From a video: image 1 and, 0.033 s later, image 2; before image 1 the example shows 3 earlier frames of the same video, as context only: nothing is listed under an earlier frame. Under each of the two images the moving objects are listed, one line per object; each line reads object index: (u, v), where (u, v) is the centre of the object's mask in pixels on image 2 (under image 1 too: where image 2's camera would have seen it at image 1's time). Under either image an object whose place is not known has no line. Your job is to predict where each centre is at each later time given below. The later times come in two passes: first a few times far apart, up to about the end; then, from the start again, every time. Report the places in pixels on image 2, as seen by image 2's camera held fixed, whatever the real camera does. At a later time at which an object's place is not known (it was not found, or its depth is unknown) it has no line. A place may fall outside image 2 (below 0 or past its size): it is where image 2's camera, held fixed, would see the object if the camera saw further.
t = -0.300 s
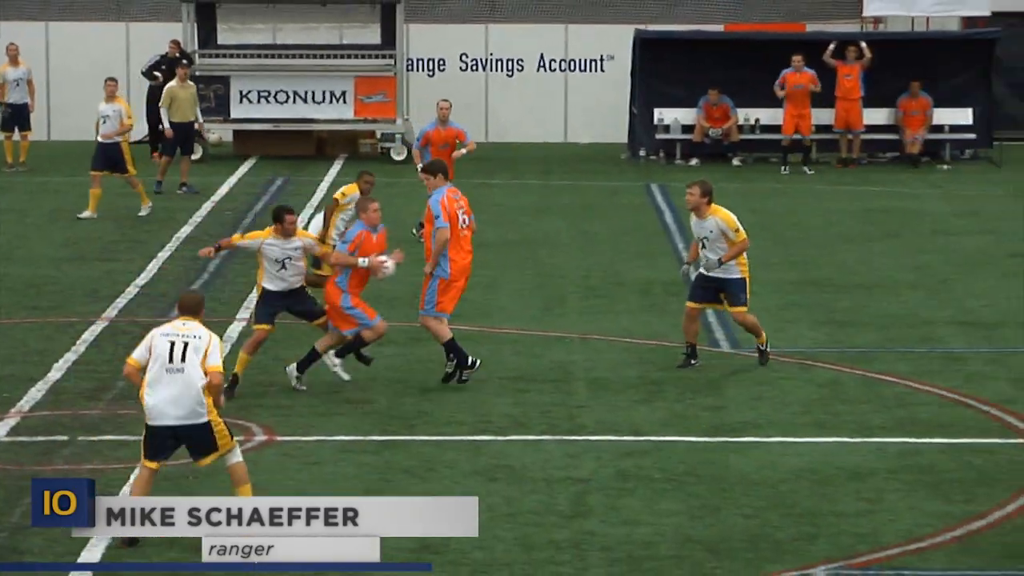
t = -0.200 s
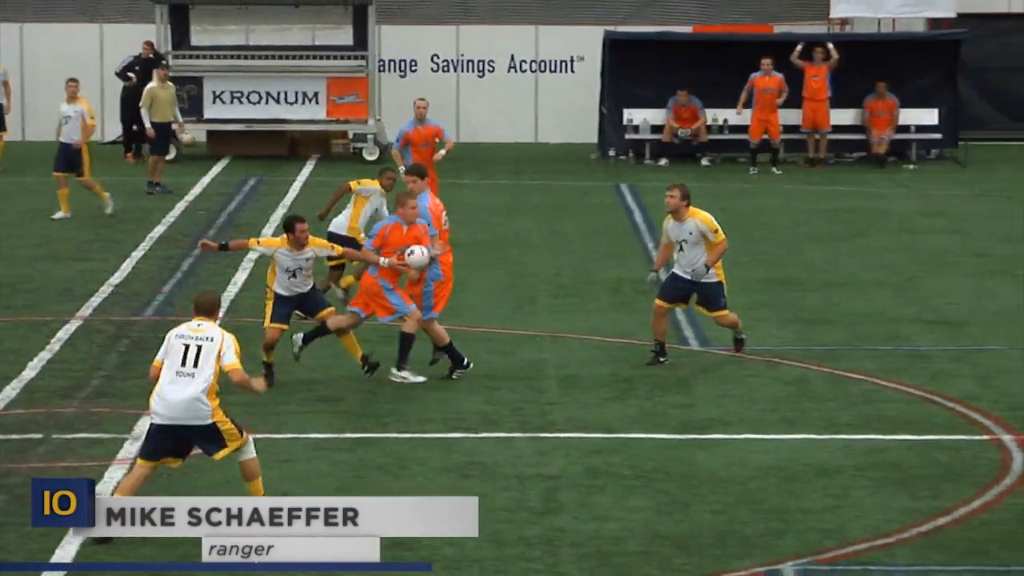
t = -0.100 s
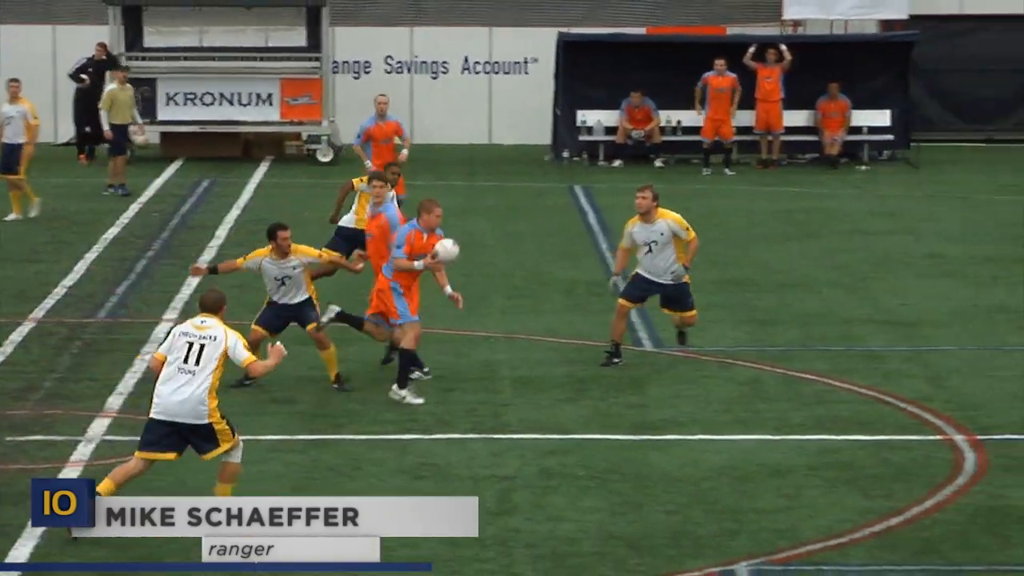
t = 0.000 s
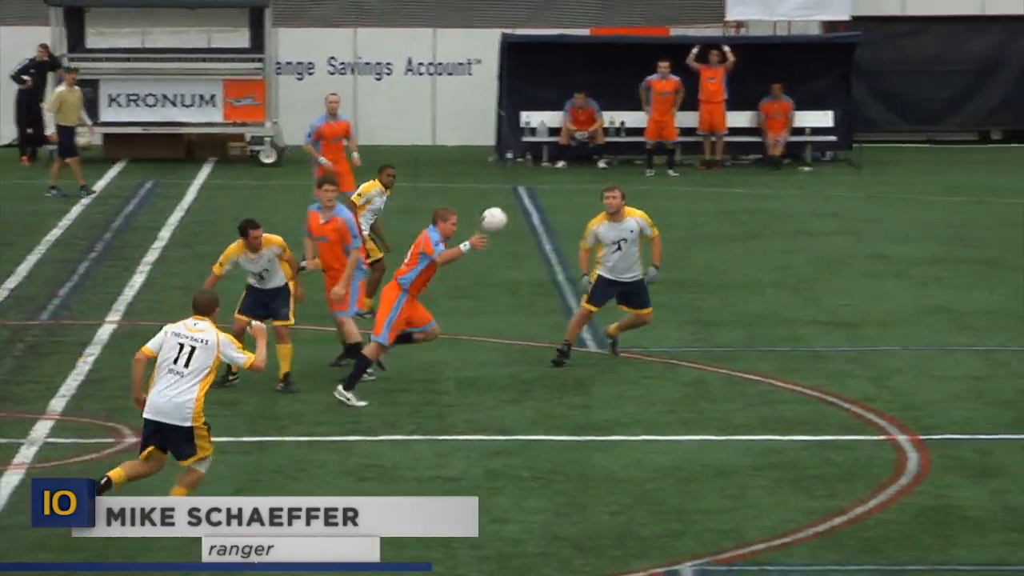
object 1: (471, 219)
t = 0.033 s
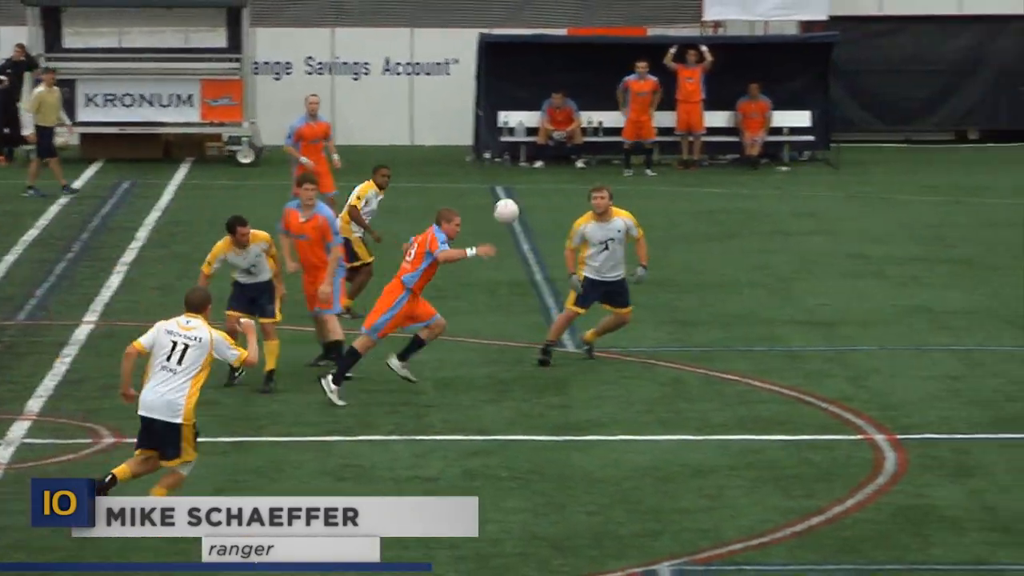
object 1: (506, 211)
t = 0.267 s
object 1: (736, 188)
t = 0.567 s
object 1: (1013, 258)
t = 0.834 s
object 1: (1253, 407)
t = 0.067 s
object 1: (540, 204)
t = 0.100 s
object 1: (573, 198)
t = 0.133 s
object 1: (607, 193)
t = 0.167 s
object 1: (639, 190)
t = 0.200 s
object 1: (672, 188)
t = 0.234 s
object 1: (704, 188)
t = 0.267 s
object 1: (736, 188)
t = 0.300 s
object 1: (768, 190)
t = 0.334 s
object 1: (800, 194)
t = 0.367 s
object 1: (831, 199)
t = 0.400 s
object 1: (862, 205)
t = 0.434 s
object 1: (893, 213)
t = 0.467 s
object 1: (923, 222)
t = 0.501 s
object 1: (953, 232)
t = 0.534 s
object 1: (983, 244)
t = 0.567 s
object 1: (1013, 258)
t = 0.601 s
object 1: (1042, 272)
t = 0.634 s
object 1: (1072, 288)
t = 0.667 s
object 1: (1102, 306)
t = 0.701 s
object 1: (1132, 324)
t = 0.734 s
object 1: (1163, 344)
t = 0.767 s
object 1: (1193, 366)
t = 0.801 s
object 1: (1224, 388)
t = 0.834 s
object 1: (1253, 407)
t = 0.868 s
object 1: (1269, 390)
